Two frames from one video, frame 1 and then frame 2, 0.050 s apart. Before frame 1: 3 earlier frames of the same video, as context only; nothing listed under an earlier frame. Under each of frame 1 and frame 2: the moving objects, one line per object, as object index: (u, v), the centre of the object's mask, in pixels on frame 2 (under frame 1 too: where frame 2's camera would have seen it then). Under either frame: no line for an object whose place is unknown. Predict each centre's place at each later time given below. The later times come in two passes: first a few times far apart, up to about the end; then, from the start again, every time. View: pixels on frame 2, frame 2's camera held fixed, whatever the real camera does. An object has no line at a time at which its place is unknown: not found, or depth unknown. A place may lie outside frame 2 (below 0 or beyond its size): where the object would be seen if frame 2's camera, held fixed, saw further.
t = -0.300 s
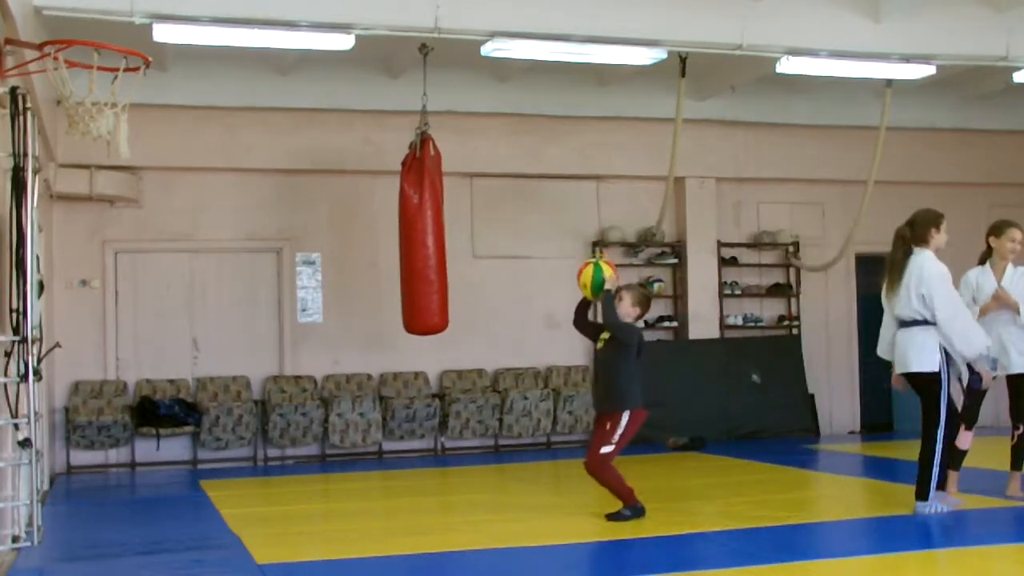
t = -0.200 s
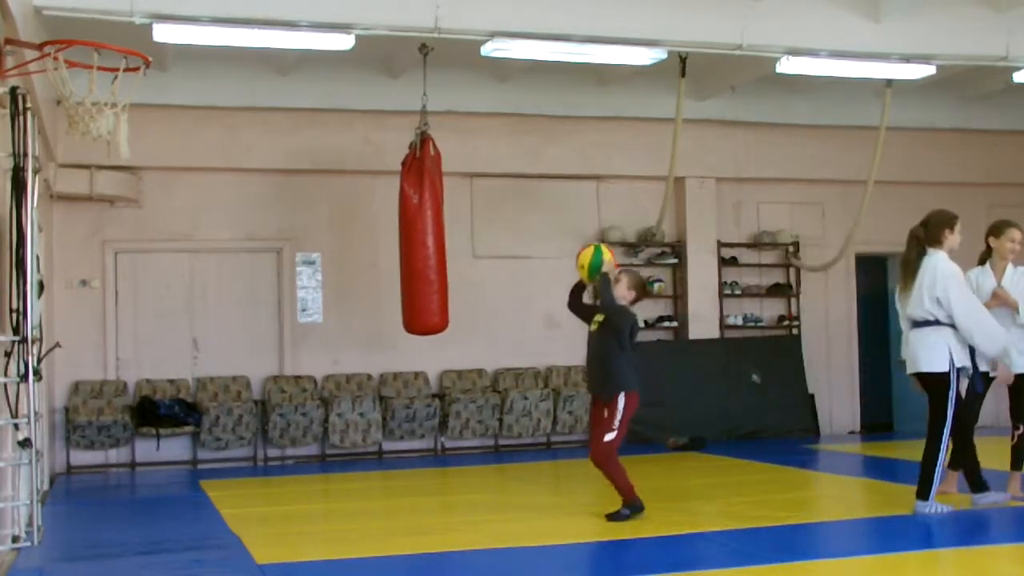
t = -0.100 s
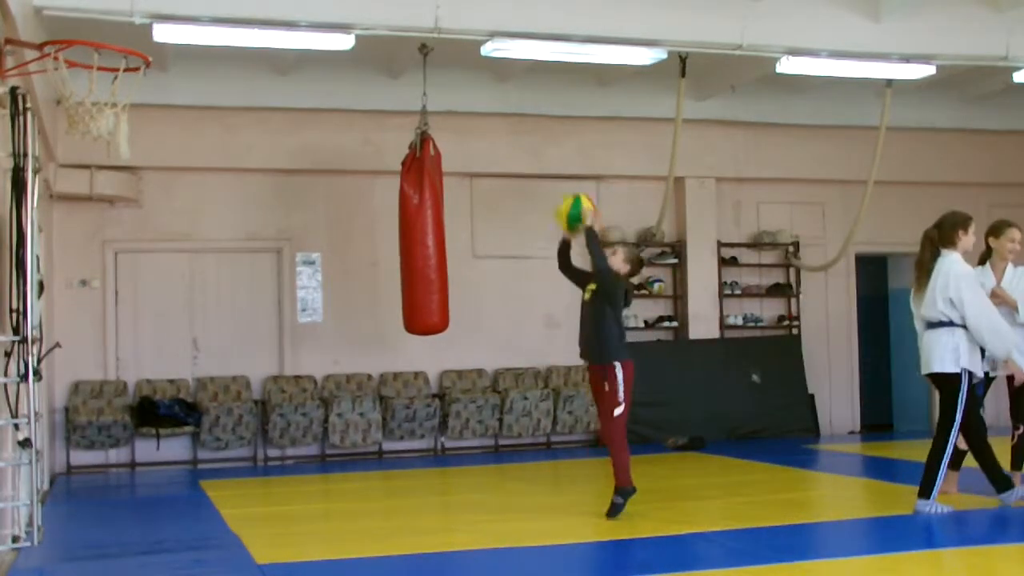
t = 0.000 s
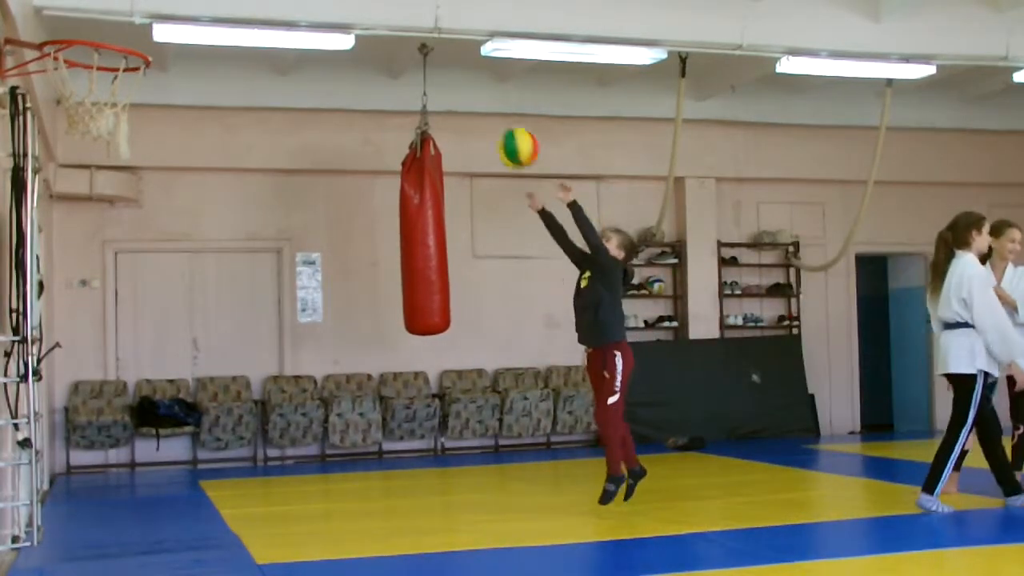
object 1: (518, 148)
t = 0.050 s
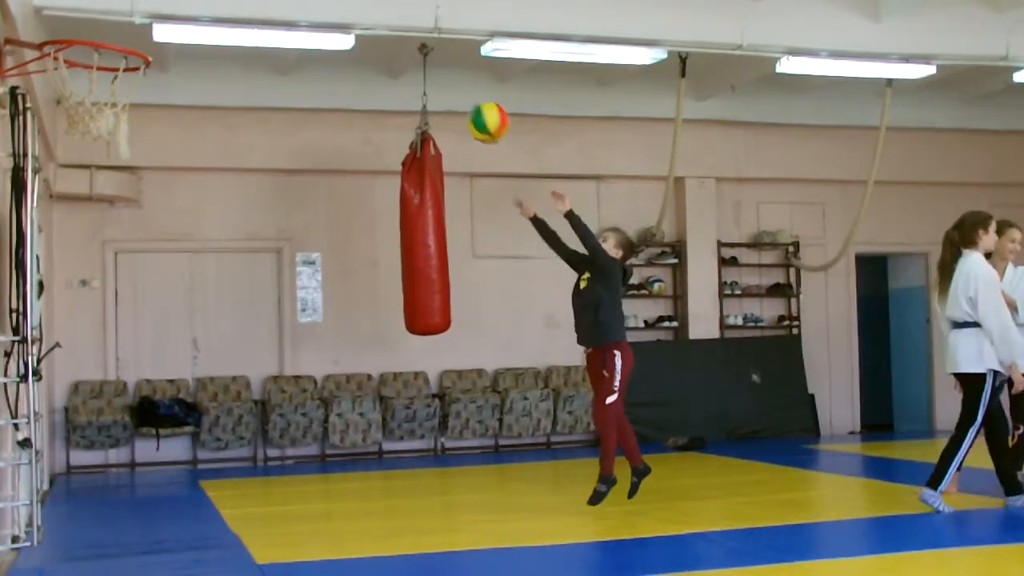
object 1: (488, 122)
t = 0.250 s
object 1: (370, 64)
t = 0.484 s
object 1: (232, 93)
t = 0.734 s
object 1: (85, 249)
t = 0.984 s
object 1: (143, 438)
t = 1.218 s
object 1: (236, 425)
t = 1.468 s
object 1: (329, 350)
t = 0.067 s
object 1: (478, 114)
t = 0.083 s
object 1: (468, 108)
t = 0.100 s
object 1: (458, 101)
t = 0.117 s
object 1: (449, 94)
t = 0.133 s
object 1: (439, 89)
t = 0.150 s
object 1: (429, 84)
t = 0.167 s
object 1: (419, 79)
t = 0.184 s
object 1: (410, 76)
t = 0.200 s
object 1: (399, 72)
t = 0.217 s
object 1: (389, 69)
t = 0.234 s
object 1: (380, 66)
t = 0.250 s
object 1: (370, 64)
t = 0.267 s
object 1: (360, 63)
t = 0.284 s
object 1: (351, 62)
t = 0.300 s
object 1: (340, 63)
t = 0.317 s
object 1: (330, 63)
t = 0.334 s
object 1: (321, 63)
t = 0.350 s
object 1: (311, 65)
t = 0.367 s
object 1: (301, 66)
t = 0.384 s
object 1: (291, 68)
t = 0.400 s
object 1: (281, 71)
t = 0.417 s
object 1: (271, 74)
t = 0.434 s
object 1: (261, 77)
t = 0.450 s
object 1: (251, 82)
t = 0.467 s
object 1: (241, 87)
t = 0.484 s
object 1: (232, 93)
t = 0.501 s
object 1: (221, 99)
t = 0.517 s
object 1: (211, 106)
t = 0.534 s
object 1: (202, 113)
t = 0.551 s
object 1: (192, 121)
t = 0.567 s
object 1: (182, 130)
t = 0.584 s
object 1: (172, 139)
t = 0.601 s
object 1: (163, 149)
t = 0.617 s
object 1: (153, 159)
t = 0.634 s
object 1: (144, 170)
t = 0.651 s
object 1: (134, 181)
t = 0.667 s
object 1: (124, 193)
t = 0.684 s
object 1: (114, 206)
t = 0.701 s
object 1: (105, 219)
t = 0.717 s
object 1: (95, 233)
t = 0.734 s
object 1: (85, 249)
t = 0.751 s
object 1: (76, 263)
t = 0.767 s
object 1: (67, 279)
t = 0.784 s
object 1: (64, 292)
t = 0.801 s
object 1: (70, 301)
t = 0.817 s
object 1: (76, 312)
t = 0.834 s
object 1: (82, 322)
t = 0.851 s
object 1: (89, 333)
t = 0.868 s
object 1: (96, 344)
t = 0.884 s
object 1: (103, 356)
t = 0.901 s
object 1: (110, 370)
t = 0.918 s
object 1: (118, 382)
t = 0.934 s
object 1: (125, 396)
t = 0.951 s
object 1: (132, 410)
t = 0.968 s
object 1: (138, 423)
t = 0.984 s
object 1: (143, 438)
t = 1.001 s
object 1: (150, 454)
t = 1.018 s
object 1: (157, 474)
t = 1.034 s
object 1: (163, 489)
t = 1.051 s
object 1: (169, 506)
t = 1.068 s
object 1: (175, 523)
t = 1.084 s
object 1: (182, 520)
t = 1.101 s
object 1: (188, 506)
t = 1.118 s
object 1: (195, 492)
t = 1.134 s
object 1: (201, 479)
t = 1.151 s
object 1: (209, 468)
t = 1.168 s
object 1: (216, 456)
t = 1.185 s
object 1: (223, 445)
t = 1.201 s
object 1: (229, 435)
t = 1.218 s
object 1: (236, 425)
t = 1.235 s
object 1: (242, 417)
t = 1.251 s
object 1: (249, 409)
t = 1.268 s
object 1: (255, 401)
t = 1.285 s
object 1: (263, 394)
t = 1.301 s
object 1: (270, 387)
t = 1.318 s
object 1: (275, 382)
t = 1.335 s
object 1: (281, 376)
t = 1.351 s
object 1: (288, 371)
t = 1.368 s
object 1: (293, 367)
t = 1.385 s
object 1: (300, 363)
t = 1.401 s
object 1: (305, 359)
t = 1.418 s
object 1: (312, 356)
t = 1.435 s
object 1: (317, 353)
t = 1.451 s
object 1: (323, 351)
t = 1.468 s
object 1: (329, 350)
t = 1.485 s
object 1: (335, 348)
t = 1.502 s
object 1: (341, 348)
